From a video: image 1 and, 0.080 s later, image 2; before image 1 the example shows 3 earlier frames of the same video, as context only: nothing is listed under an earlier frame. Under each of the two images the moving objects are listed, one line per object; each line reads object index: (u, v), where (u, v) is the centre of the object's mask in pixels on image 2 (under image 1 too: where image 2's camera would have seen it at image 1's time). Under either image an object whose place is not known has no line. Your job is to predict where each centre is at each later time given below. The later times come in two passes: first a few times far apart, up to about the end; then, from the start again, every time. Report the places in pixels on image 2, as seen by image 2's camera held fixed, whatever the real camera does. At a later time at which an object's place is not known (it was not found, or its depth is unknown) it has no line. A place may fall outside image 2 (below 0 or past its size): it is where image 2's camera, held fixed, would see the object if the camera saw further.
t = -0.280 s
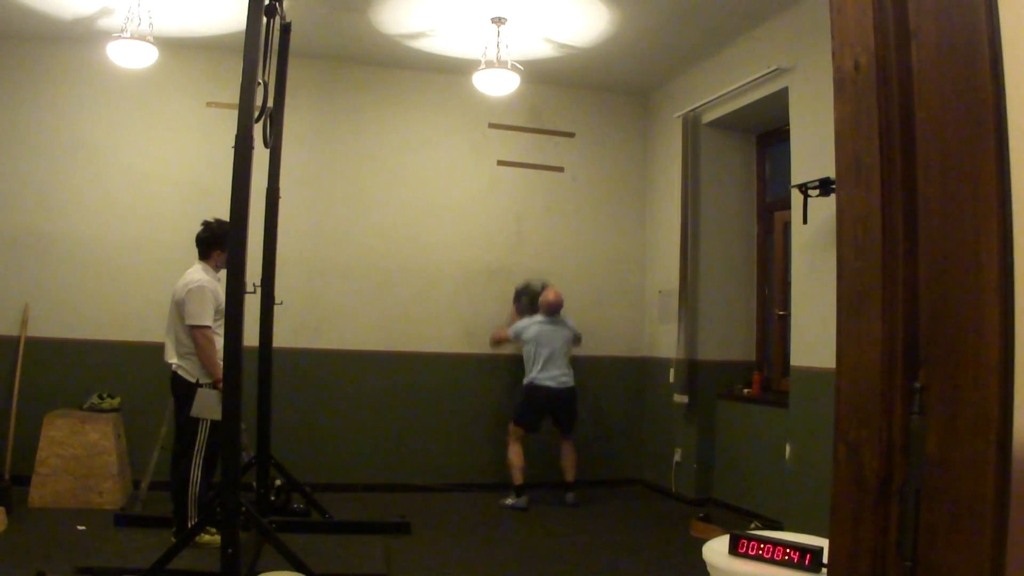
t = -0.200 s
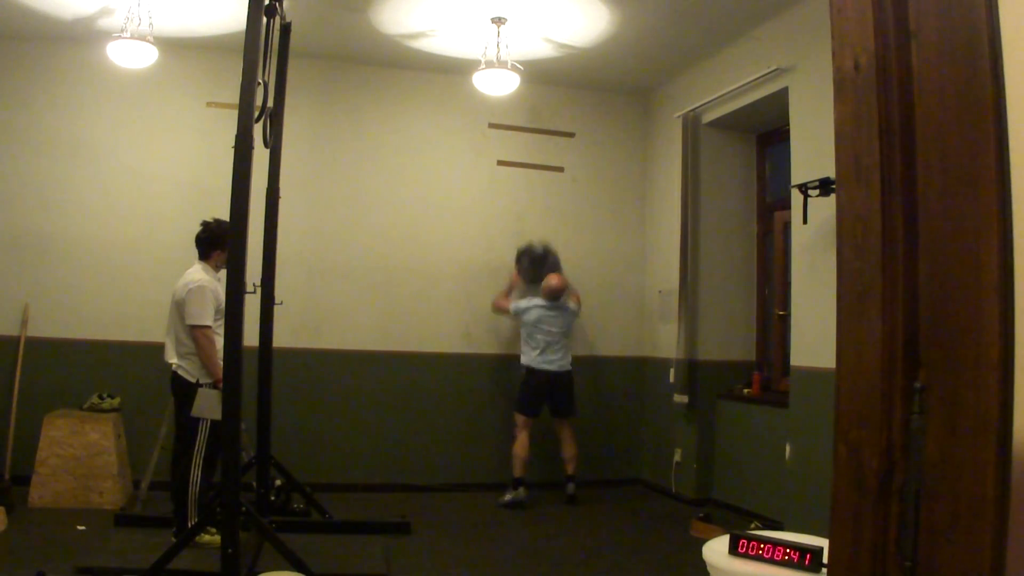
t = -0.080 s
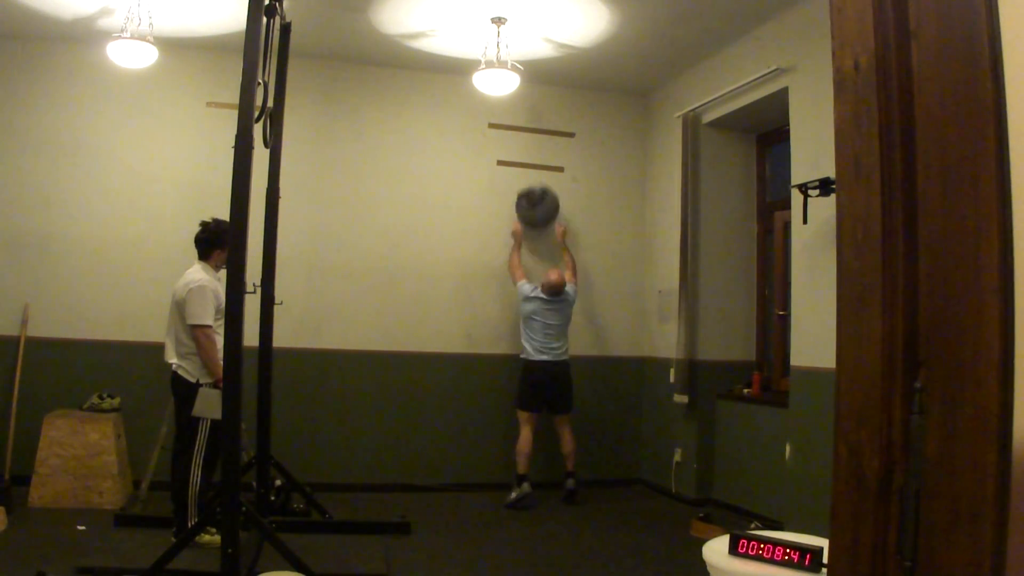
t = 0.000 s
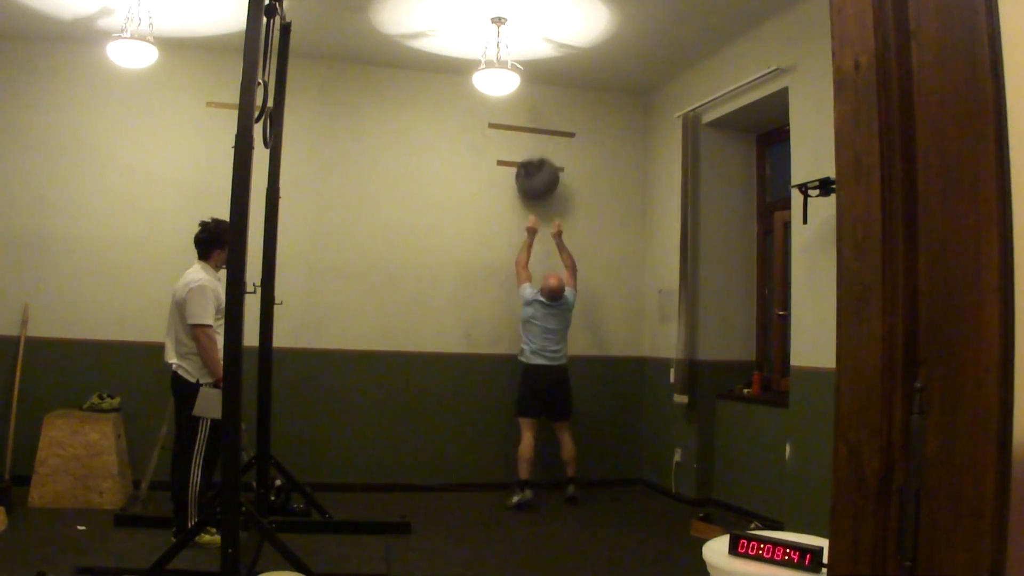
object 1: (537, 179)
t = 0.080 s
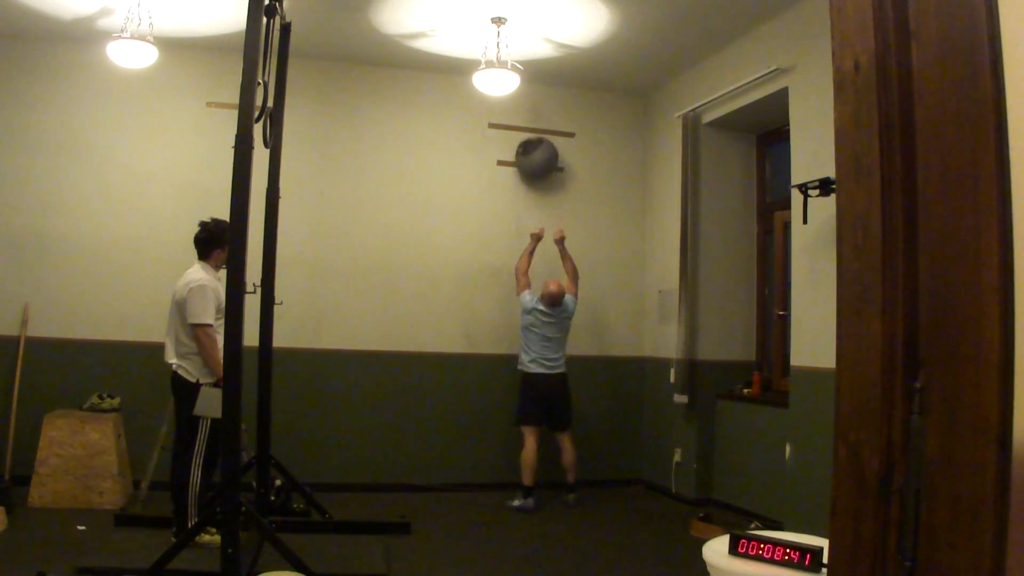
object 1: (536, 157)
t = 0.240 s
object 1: (536, 141)
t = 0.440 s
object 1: (535, 162)
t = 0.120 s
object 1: (536, 151)
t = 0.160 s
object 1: (536, 146)
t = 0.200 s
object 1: (536, 143)
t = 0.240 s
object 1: (536, 141)
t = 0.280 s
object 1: (536, 142)
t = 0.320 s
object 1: (536, 143)
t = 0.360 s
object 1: (535, 147)
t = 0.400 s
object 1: (535, 152)
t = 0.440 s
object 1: (535, 162)
